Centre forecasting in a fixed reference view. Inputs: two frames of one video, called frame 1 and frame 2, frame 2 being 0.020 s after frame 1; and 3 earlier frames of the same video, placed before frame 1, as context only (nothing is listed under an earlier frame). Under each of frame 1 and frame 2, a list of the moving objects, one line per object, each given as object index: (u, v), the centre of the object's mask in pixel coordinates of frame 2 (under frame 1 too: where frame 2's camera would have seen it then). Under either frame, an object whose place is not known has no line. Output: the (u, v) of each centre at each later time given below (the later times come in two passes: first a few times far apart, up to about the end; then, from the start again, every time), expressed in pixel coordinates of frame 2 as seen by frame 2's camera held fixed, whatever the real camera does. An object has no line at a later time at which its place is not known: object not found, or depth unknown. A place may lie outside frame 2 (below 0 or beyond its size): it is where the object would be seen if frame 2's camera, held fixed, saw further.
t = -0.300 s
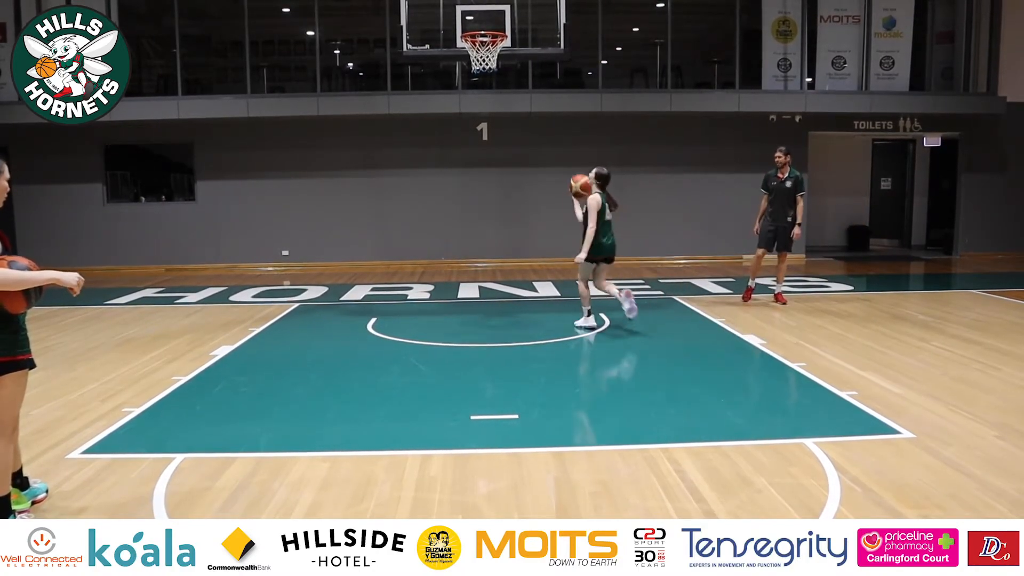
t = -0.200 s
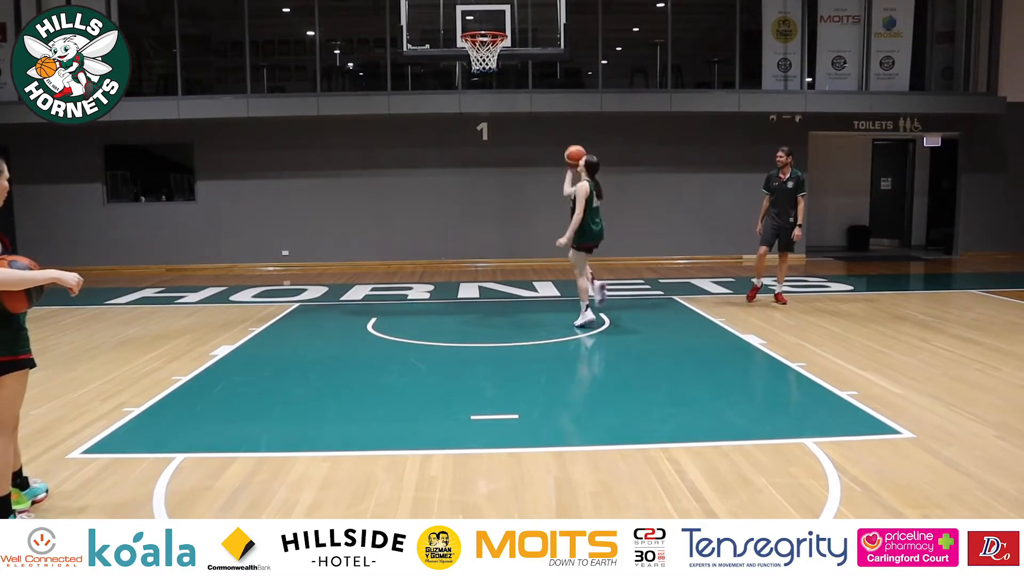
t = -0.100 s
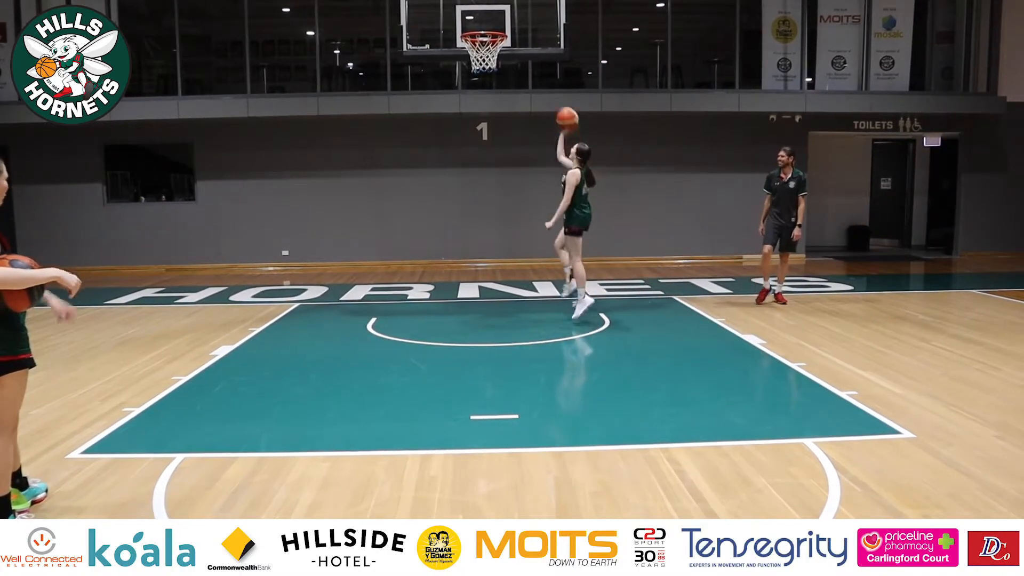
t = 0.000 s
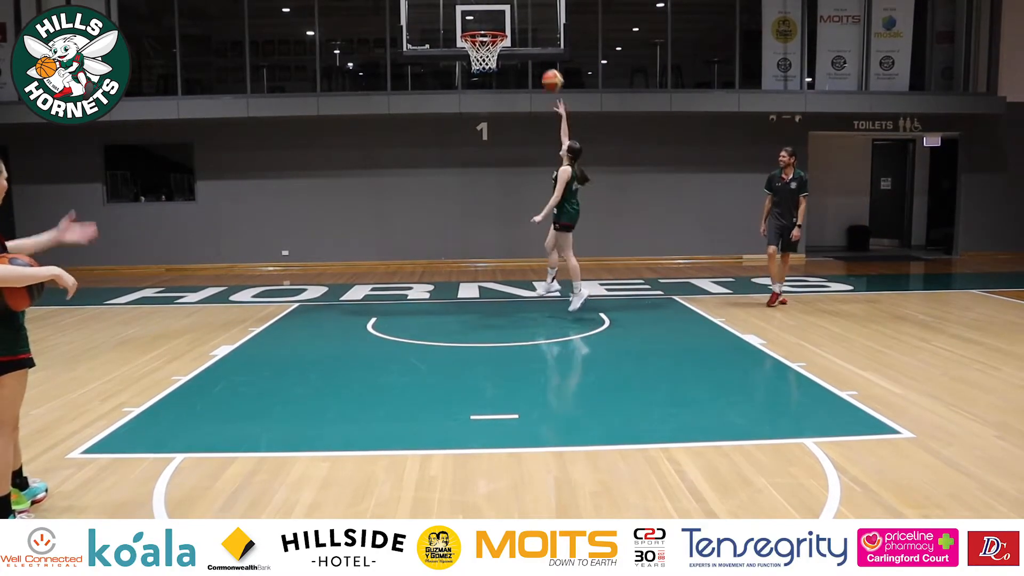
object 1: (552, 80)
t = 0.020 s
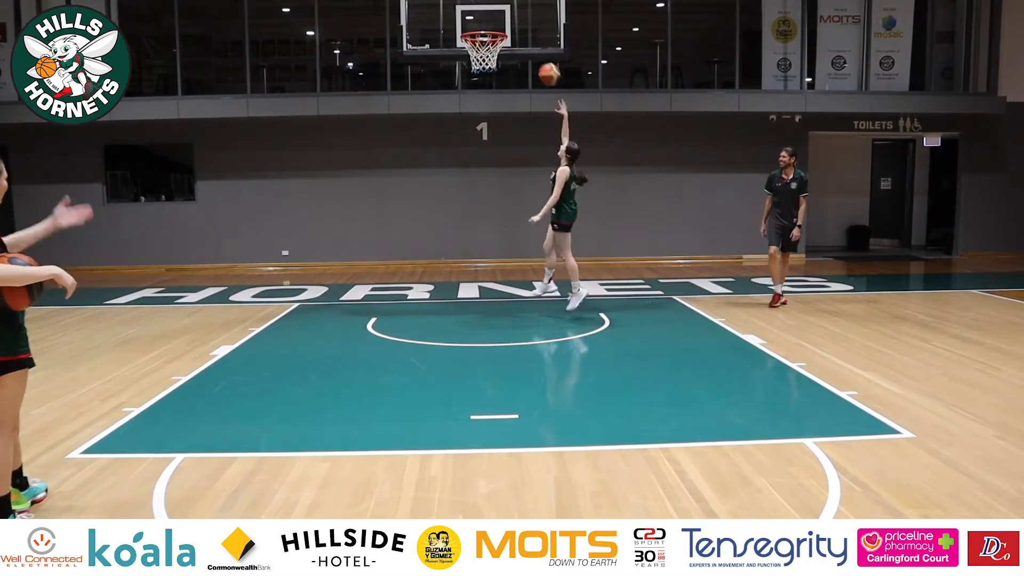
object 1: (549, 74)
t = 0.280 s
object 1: (513, 26)
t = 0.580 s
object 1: (481, 43)
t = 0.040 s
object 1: (546, 68)
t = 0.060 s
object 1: (543, 62)
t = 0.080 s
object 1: (540, 57)
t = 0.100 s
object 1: (537, 52)
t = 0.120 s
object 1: (534, 48)
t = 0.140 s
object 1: (531, 43)
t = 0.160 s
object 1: (527, 40)
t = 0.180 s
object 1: (524, 36)
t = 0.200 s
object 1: (521, 33)
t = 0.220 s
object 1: (518, 31)
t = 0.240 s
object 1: (517, 29)
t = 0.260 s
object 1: (515, 28)
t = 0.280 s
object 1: (513, 26)
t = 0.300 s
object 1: (511, 25)
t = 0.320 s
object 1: (509, 24)
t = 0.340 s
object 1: (506, 24)
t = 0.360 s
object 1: (504, 24)
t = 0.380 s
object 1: (502, 24)
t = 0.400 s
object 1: (500, 25)
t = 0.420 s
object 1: (498, 25)
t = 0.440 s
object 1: (496, 25)
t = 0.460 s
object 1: (494, 26)
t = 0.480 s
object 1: (492, 27)
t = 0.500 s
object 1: (489, 34)
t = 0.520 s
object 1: (487, 36)
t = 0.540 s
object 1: (486, 38)
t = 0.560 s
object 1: (484, 39)
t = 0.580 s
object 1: (481, 43)
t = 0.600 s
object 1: (480, 44)
